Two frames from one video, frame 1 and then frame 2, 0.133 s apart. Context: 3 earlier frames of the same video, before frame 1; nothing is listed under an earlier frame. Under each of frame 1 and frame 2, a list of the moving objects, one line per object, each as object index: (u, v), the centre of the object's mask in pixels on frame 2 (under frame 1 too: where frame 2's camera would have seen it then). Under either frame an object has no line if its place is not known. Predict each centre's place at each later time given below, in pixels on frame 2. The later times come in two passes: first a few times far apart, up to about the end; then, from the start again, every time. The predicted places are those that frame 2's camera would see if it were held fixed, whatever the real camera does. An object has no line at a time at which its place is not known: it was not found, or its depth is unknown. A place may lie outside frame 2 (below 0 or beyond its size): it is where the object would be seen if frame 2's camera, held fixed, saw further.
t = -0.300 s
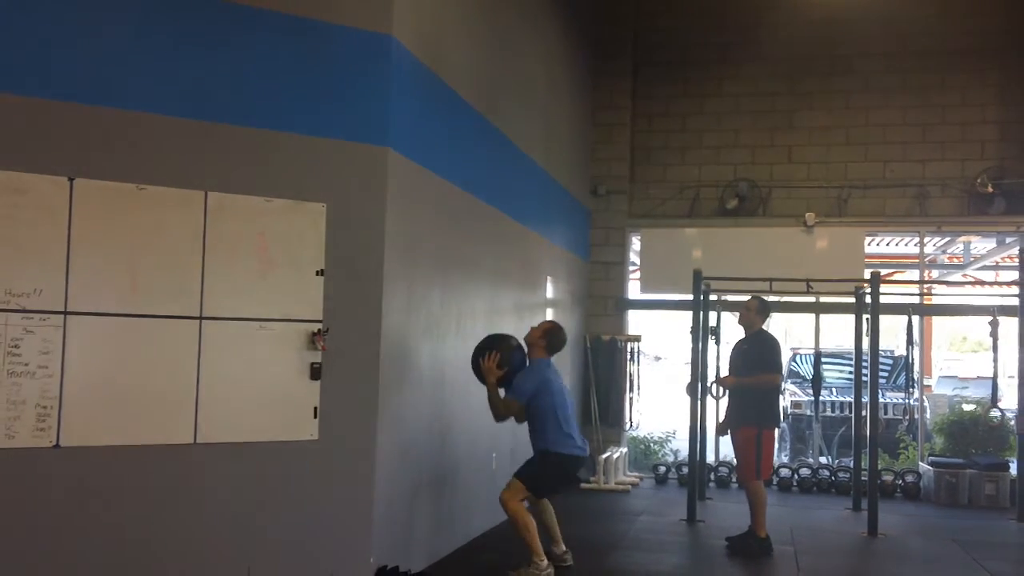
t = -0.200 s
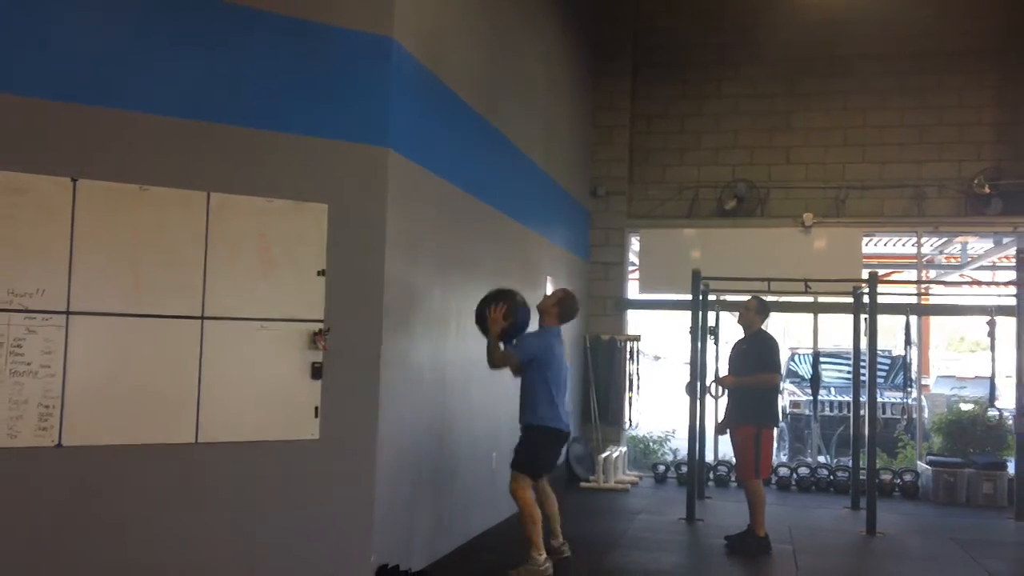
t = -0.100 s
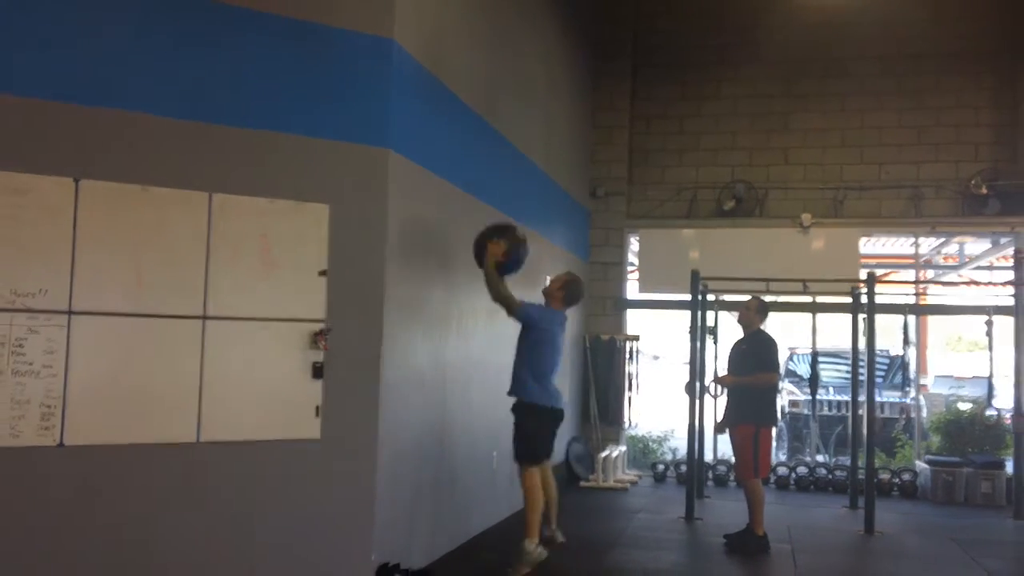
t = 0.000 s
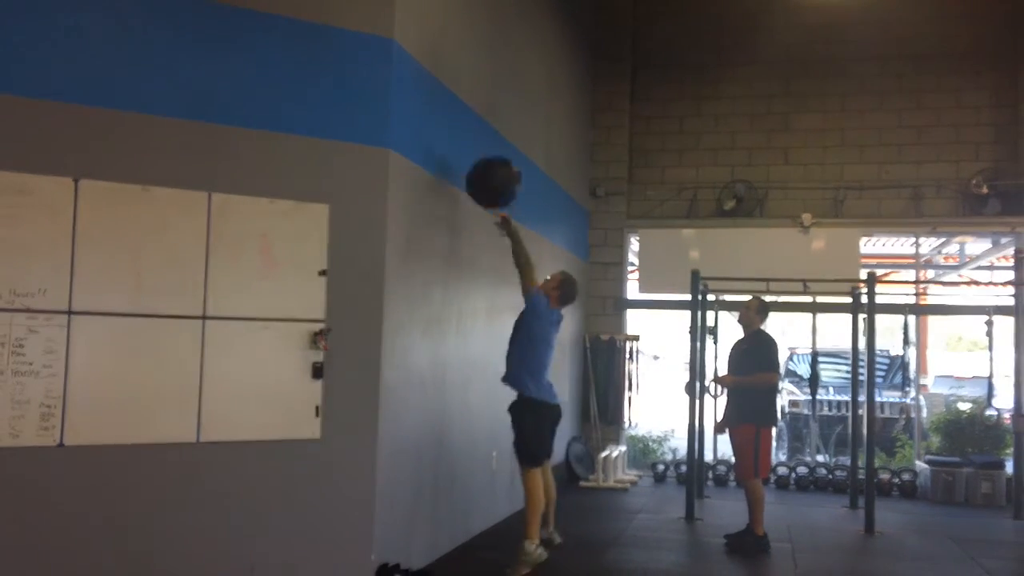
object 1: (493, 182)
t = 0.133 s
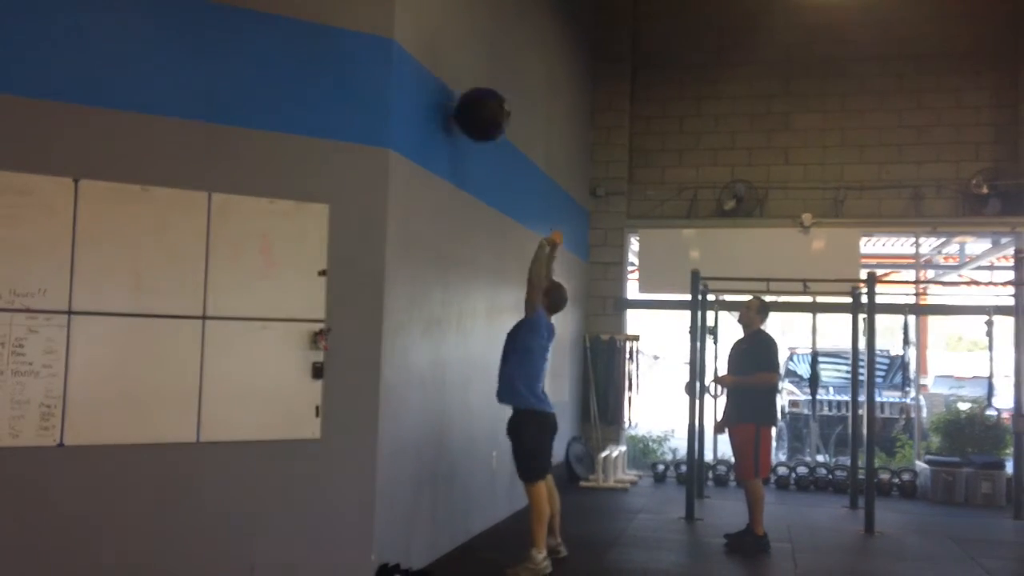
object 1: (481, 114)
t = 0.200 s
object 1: (475, 90)
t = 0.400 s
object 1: (481, 68)
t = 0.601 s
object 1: (492, 110)
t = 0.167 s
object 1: (479, 102)
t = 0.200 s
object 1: (475, 90)
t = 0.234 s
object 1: (472, 81)
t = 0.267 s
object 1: (472, 75)
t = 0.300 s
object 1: (474, 70)
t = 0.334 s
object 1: (475, 68)
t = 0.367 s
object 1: (477, 68)
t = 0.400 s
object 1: (481, 68)
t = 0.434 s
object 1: (483, 71)
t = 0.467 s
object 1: (485, 75)
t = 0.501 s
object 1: (487, 82)
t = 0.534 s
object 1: (489, 89)
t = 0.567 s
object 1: (490, 99)
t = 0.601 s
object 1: (492, 110)
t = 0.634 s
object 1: (494, 123)
